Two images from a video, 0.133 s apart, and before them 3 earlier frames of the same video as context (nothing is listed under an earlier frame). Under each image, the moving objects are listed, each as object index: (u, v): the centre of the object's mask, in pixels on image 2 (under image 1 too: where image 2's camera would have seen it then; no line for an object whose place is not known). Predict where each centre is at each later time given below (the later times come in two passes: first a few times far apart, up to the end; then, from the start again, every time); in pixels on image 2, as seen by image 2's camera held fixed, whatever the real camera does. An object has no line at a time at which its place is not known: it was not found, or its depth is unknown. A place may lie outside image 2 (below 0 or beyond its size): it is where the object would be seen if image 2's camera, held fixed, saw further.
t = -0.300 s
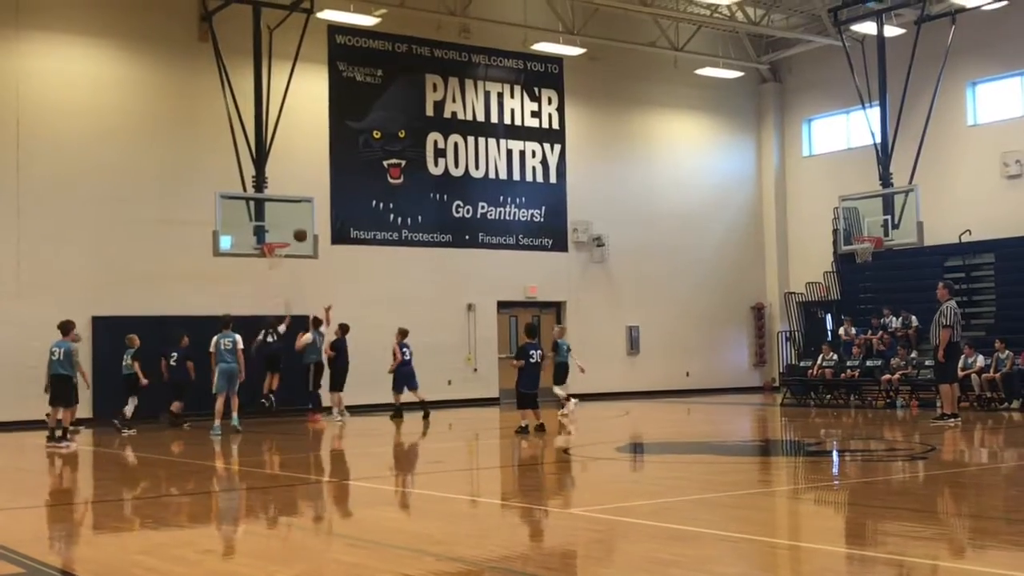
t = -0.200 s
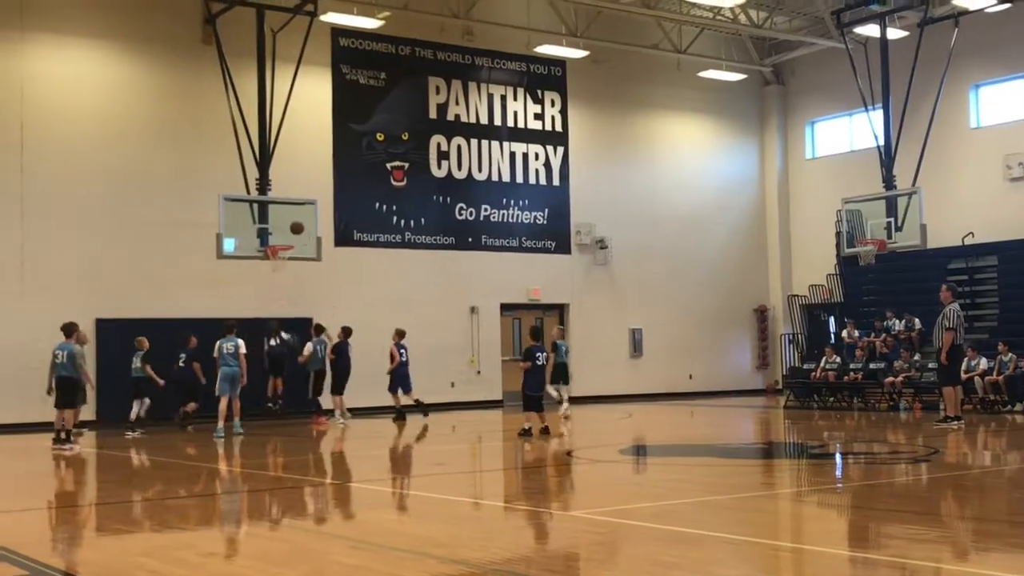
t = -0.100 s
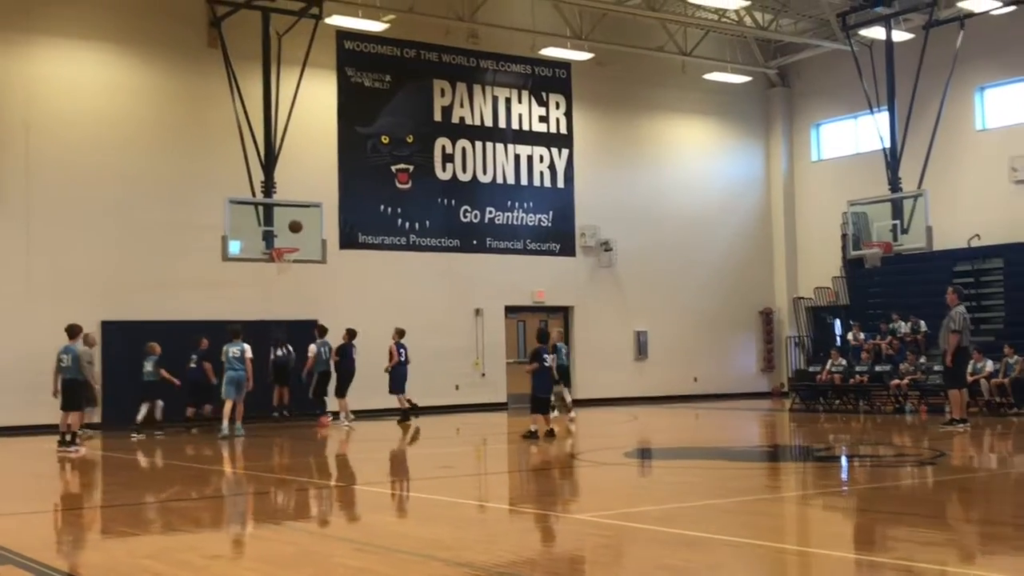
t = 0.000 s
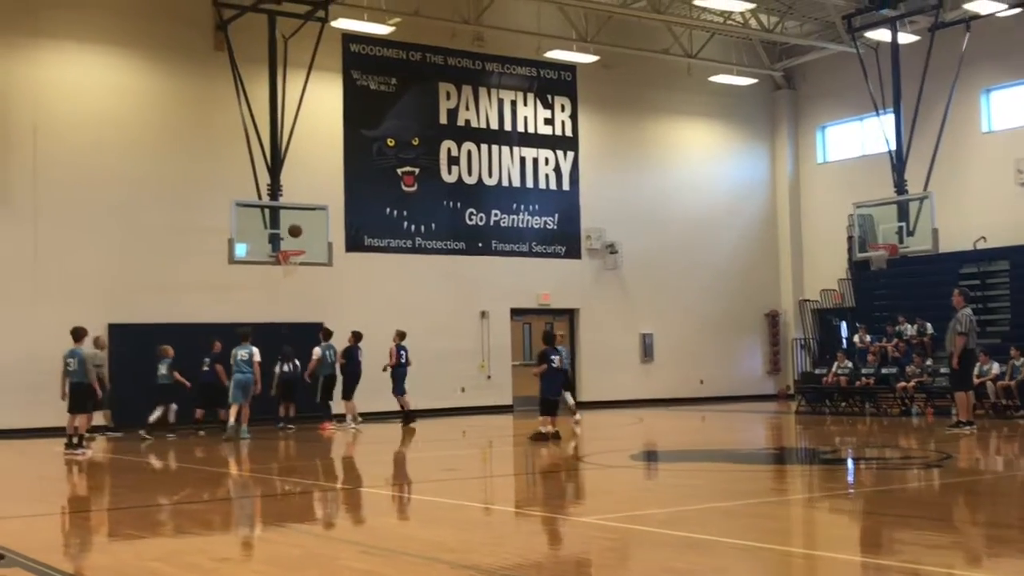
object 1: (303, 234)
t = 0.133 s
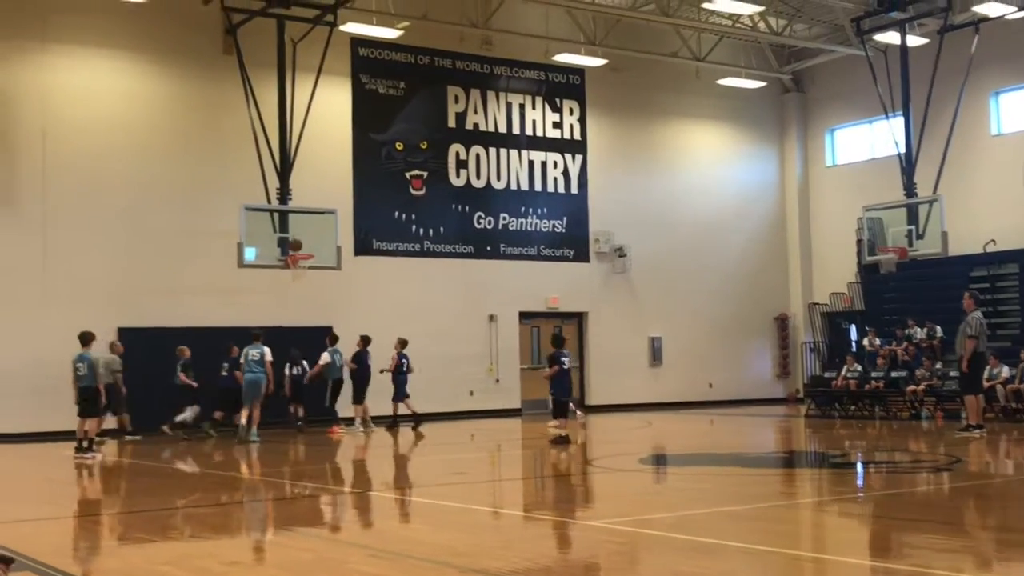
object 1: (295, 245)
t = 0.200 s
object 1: (294, 251)
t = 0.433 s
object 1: (293, 263)
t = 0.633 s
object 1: (290, 268)
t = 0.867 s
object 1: (291, 304)
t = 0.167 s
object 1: (293, 248)
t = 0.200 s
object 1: (294, 251)
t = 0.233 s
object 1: (298, 250)
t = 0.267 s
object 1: (304, 255)
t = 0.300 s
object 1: (306, 256)
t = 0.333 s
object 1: (305, 257)
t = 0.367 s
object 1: (302, 258)
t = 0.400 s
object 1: (299, 261)
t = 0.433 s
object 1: (293, 263)
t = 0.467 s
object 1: (292, 264)
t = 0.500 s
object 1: (292, 265)
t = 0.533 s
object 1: (290, 266)
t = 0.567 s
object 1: (290, 266)
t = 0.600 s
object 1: (290, 267)
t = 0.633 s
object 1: (290, 268)
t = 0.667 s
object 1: (290, 270)
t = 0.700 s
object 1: (289, 279)
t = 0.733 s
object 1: (290, 283)
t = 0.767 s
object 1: (290, 287)
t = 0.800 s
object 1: (290, 292)
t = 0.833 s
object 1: (290, 297)
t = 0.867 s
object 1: (291, 304)
